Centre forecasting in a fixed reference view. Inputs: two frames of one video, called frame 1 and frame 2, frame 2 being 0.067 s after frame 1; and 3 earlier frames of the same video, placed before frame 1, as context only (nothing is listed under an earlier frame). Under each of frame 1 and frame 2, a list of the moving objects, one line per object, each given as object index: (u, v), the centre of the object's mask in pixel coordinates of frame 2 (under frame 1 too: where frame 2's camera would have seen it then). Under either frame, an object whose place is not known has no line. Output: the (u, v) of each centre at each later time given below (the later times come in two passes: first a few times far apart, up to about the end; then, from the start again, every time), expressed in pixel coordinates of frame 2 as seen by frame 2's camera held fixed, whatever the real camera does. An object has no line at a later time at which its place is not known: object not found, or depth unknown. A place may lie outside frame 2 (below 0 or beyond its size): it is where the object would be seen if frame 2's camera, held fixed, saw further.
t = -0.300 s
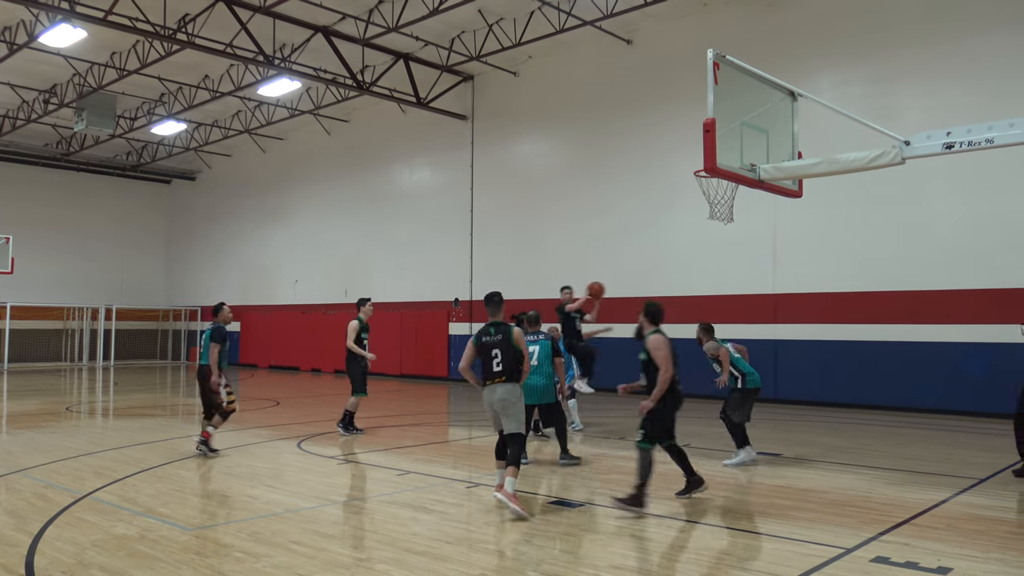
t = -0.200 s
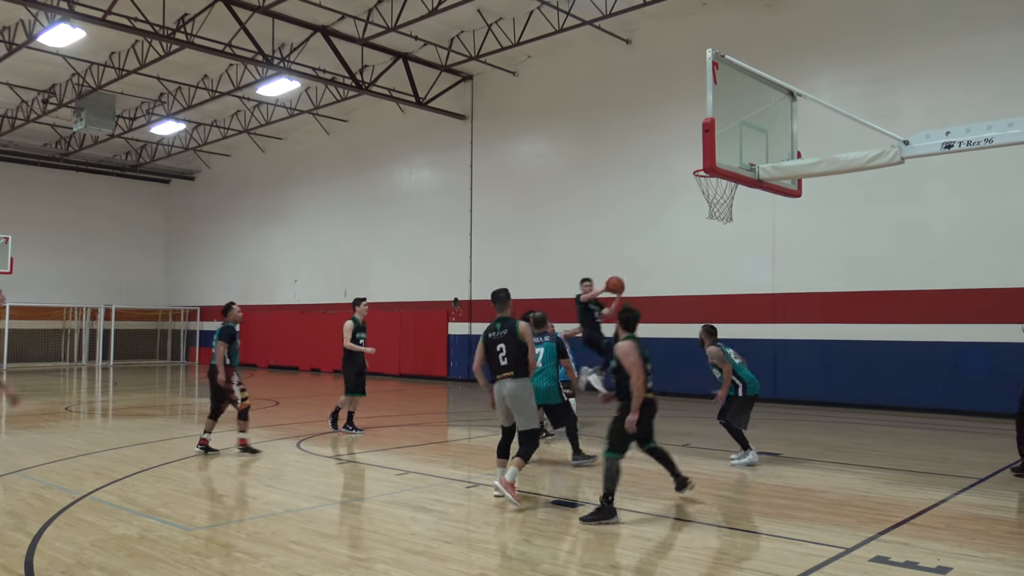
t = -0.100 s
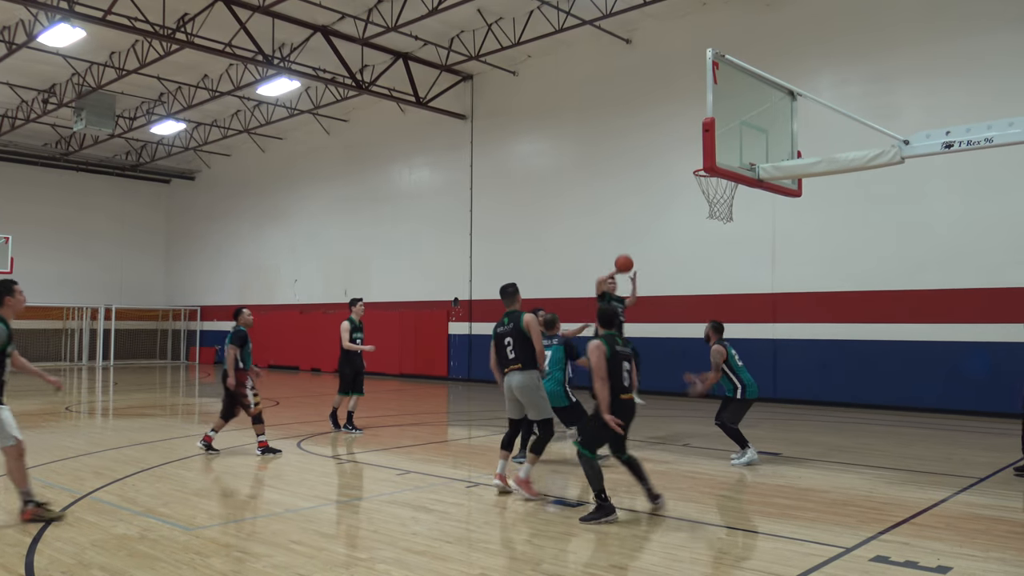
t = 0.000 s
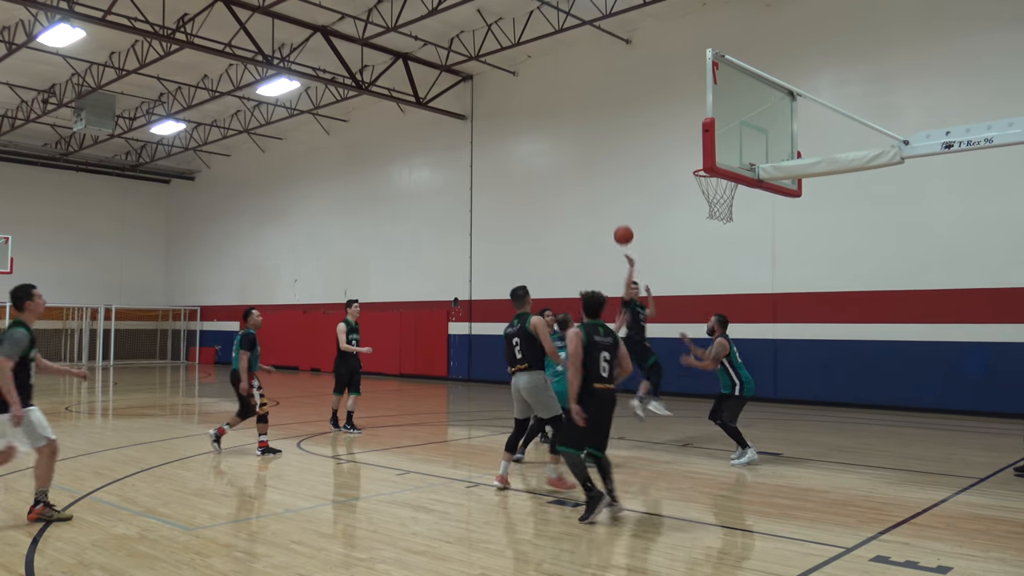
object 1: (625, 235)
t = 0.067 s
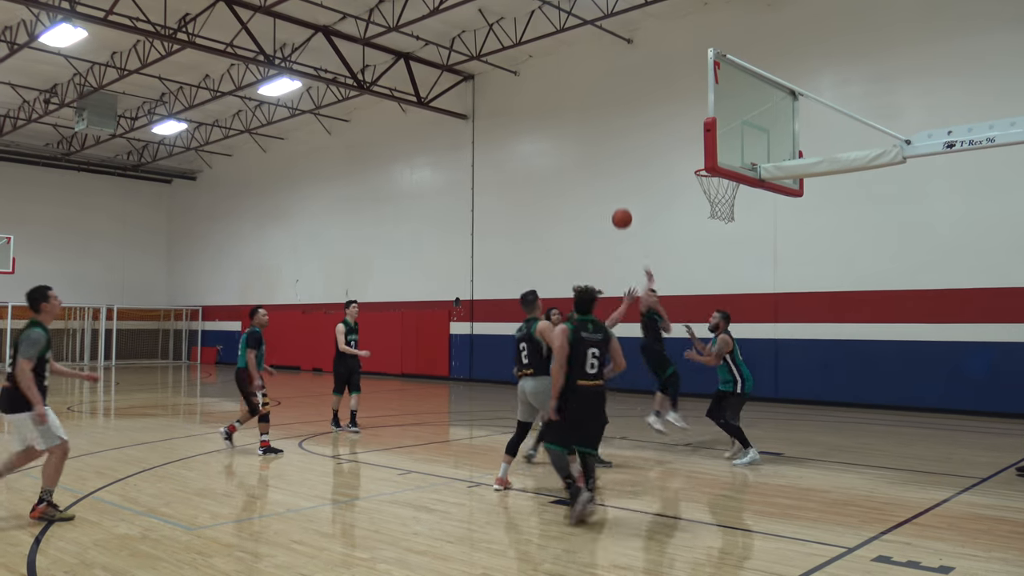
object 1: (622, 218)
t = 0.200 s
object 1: (615, 194)
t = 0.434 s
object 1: (604, 186)
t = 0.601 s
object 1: (594, 215)
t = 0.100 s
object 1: (620, 211)
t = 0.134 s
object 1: (619, 205)
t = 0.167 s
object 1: (617, 200)
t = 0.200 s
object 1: (615, 194)
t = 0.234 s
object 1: (614, 190)
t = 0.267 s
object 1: (612, 187)
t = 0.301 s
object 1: (611, 185)
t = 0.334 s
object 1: (609, 183)
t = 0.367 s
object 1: (607, 183)
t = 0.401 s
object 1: (605, 184)
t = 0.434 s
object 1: (604, 186)
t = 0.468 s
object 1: (602, 189)
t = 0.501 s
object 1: (600, 193)
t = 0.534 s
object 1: (598, 199)
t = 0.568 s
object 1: (596, 207)
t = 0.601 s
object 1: (594, 215)
